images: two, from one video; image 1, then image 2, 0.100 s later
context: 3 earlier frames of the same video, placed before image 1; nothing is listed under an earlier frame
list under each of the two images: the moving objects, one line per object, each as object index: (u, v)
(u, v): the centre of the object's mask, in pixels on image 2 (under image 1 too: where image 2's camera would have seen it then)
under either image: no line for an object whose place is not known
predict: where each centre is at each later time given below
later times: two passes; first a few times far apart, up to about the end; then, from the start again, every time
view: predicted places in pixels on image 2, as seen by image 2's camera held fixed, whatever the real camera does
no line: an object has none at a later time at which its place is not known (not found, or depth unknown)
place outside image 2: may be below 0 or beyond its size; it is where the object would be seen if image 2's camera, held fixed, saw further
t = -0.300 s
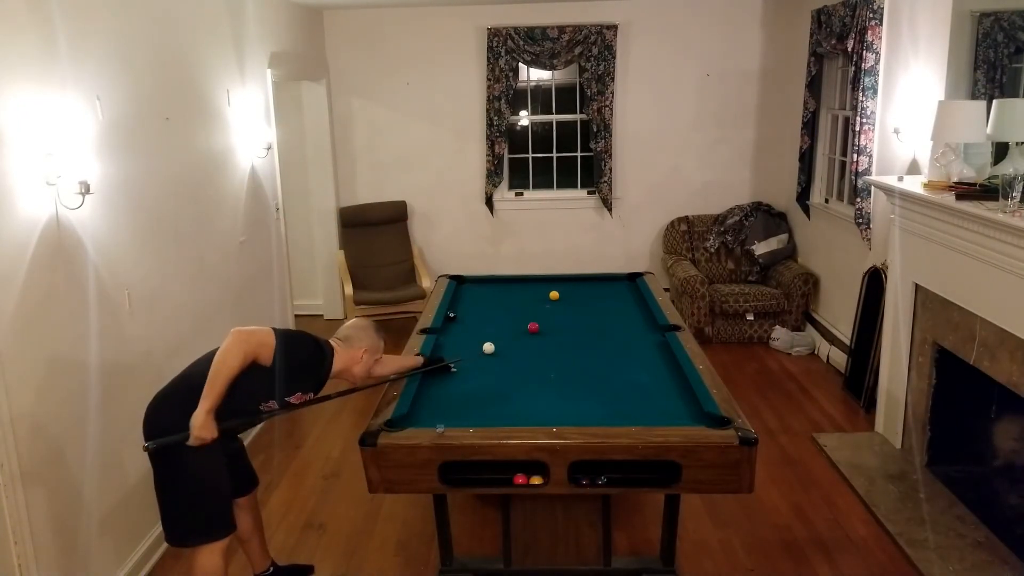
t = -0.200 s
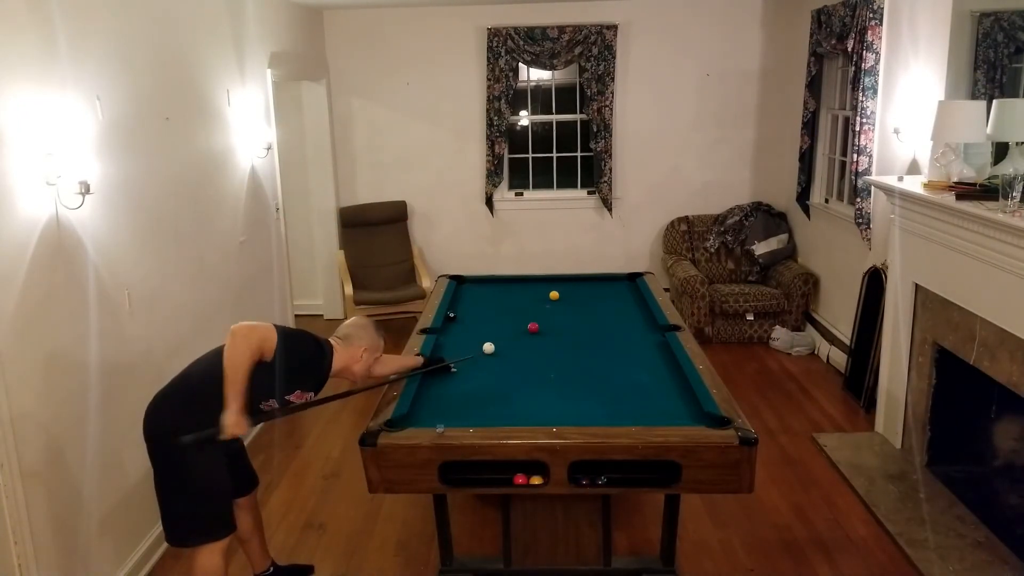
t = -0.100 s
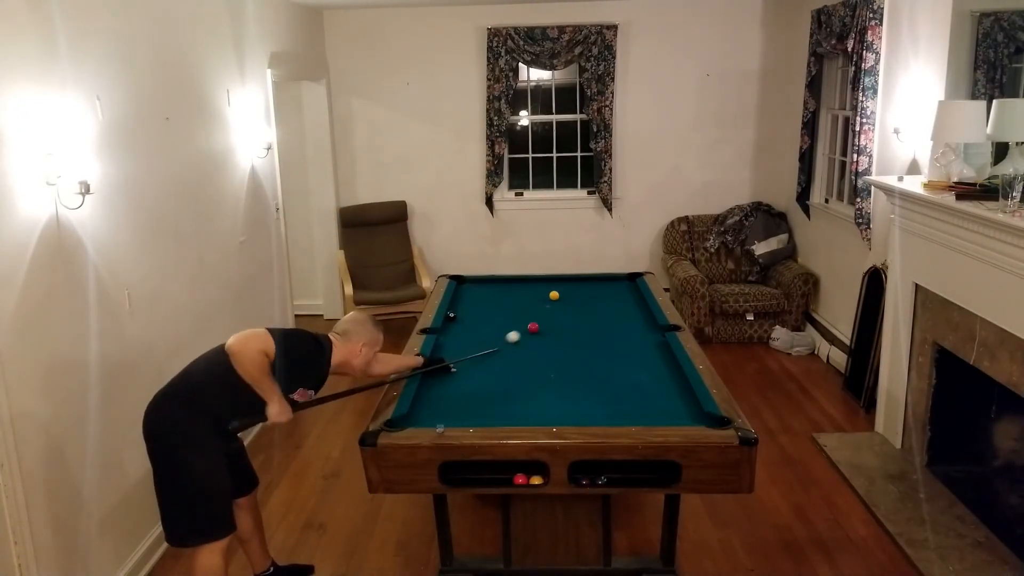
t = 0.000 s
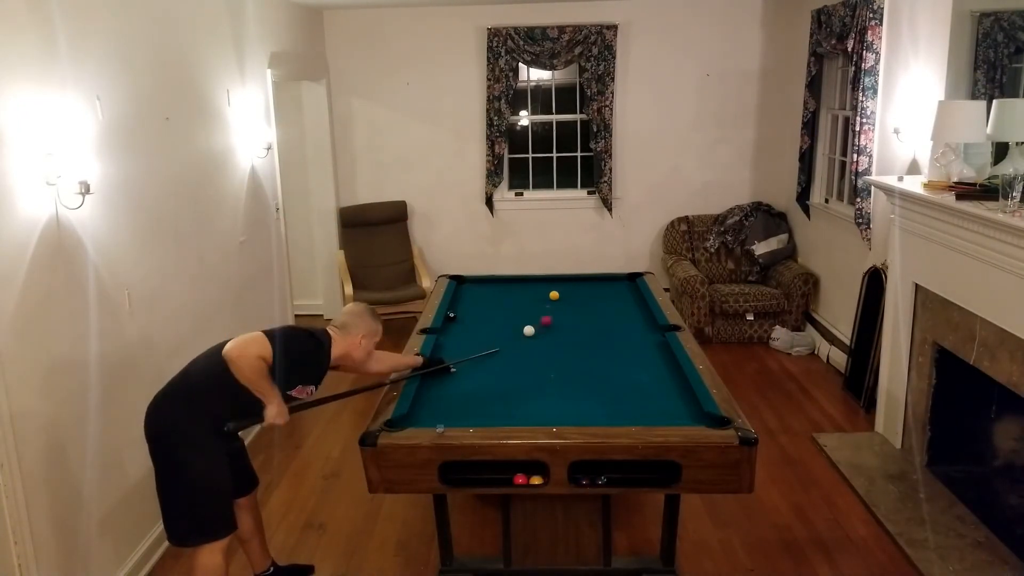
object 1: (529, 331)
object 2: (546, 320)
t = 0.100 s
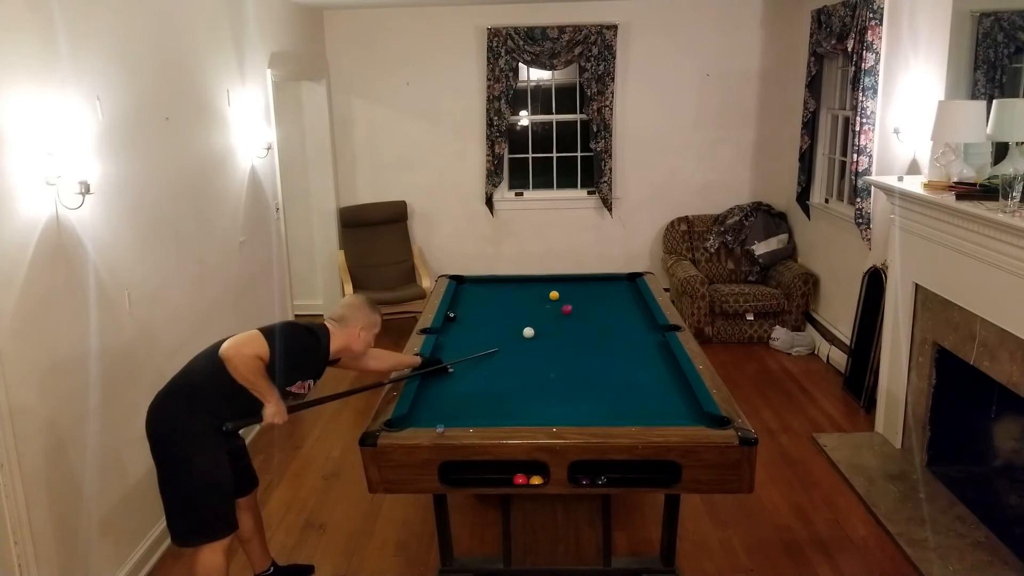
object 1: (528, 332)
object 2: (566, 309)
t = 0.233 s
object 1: (526, 336)
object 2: (588, 298)
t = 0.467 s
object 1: (522, 340)
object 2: (620, 281)
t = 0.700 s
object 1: (518, 345)
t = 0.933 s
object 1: (514, 350)
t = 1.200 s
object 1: (510, 355)
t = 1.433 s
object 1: (506, 359)
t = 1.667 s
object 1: (502, 362)
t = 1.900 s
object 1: (499, 366)
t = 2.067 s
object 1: (498, 368)
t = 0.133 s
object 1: (528, 333)
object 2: (572, 307)
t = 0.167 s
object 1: (527, 334)
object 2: (578, 303)
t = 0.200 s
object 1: (527, 335)
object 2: (583, 301)
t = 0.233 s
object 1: (526, 336)
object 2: (588, 298)
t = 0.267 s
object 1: (526, 336)
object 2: (593, 295)
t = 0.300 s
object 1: (525, 337)
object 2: (598, 293)
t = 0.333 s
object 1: (524, 338)
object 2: (603, 290)
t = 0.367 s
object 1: (524, 338)
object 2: (607, 288)
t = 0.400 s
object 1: (523, 339)
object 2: (612, 286)
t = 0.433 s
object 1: (523, 340)
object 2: (616, 283)
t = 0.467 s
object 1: (522, 340)
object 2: (620, 281)
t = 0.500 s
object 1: (522, 341)
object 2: (624, 278)
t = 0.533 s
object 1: (521, 342)
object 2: (629, 277)
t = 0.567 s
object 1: (520, 342)
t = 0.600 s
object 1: (520, 343)
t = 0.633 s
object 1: (519, 344)
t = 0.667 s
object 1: (519, 345)
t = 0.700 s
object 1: (518, 345)
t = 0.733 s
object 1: (518, 346)
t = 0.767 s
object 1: (517, 347)
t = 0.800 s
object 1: (517, 347)
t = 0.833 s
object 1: (516, 348)
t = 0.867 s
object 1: (515, 349)
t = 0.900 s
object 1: (515, 349)
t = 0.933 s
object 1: (514, 350)
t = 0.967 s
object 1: (514, 350)
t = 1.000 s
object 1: (513, 351)
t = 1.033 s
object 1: (513, 352)
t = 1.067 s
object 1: (512, 352)
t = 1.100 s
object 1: (511, 353)
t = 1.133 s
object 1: (511, 354)
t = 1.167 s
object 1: (510, 354)
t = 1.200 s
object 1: (510, 355)
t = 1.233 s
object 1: (509, 355)
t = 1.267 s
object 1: (509, 356)
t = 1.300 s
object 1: (508, 357)
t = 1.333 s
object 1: (507, 357)
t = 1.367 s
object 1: (507, 358)
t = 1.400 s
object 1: (506, 358)
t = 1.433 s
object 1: (506, 359)
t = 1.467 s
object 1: (505, 359)
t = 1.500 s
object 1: (505, 360)
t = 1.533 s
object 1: (504, 360)
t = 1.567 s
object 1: (503, 361)
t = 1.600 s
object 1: (503, 361)
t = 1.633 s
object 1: (502, 362)
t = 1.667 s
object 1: (502, 362)
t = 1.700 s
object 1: (501, 363)
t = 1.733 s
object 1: (501, 363)
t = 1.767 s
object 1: (500, 364)
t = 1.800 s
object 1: (500, 364)
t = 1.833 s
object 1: (499, 365)
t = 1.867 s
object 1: (499, 365)
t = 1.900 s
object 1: (499, 366)
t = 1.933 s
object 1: (498, 366)
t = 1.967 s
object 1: (498, 366)
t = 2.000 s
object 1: (497, 367)
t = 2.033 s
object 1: (497, 367)
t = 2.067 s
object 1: (498, 368)
